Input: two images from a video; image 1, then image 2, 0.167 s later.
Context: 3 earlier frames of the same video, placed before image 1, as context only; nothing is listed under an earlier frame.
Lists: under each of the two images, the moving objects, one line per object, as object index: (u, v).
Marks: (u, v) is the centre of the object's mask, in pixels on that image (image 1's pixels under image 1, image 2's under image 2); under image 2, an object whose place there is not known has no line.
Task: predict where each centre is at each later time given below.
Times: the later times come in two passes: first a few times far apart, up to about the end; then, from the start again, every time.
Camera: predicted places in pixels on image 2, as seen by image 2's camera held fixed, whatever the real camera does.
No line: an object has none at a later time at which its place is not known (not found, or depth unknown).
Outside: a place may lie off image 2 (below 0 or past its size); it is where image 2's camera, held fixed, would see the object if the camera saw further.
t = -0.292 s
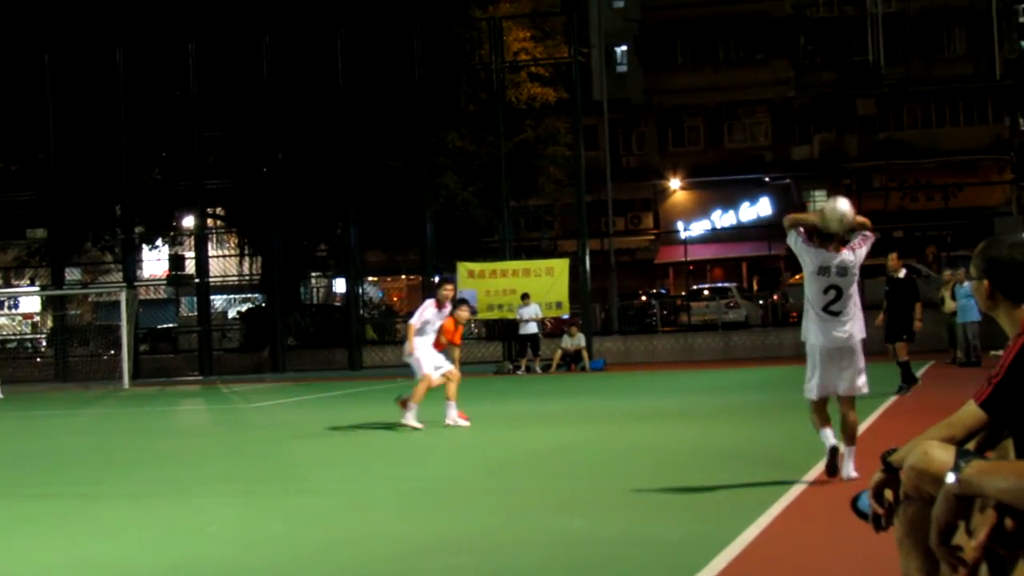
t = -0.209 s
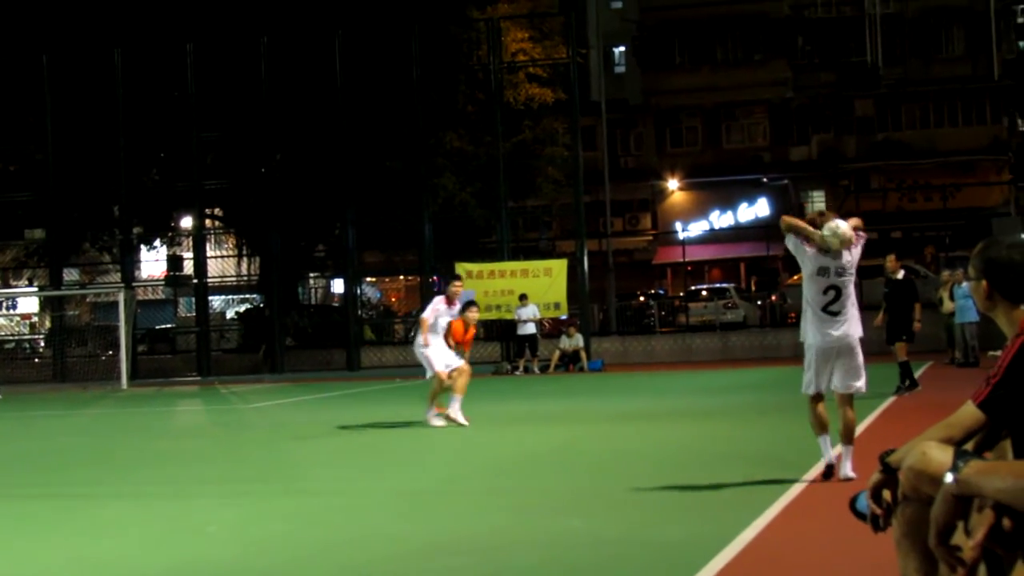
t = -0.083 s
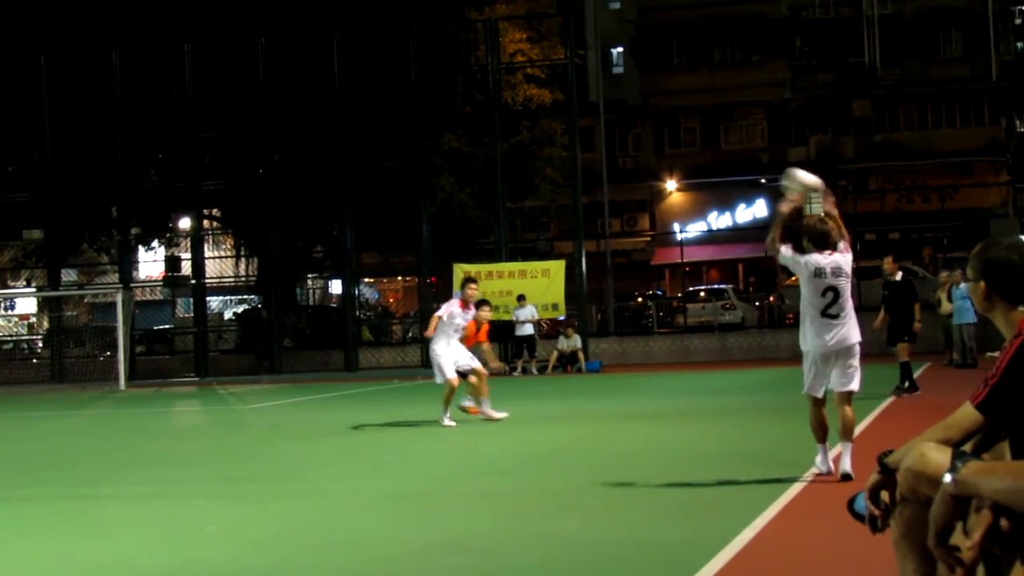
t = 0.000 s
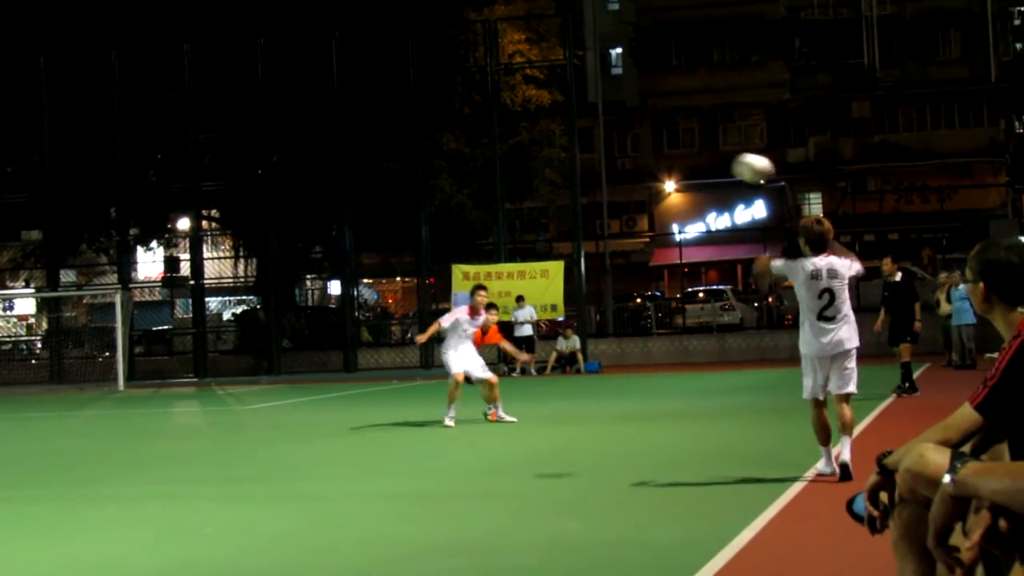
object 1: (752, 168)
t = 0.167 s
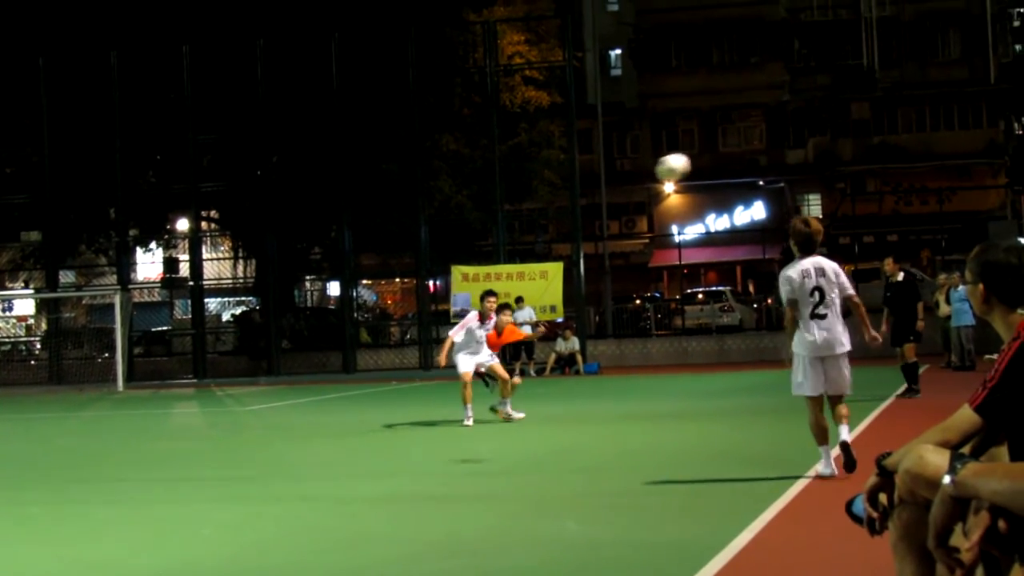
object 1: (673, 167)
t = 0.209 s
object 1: (656, 172)
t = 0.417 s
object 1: (587, 225)
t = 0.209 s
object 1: (656, 172)
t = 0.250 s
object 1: (640, 180)
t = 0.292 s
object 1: (625, 189)
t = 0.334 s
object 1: (612, 199)
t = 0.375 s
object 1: (599, 212)
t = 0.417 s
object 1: (587, 225)
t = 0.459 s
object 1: (575, 241)
